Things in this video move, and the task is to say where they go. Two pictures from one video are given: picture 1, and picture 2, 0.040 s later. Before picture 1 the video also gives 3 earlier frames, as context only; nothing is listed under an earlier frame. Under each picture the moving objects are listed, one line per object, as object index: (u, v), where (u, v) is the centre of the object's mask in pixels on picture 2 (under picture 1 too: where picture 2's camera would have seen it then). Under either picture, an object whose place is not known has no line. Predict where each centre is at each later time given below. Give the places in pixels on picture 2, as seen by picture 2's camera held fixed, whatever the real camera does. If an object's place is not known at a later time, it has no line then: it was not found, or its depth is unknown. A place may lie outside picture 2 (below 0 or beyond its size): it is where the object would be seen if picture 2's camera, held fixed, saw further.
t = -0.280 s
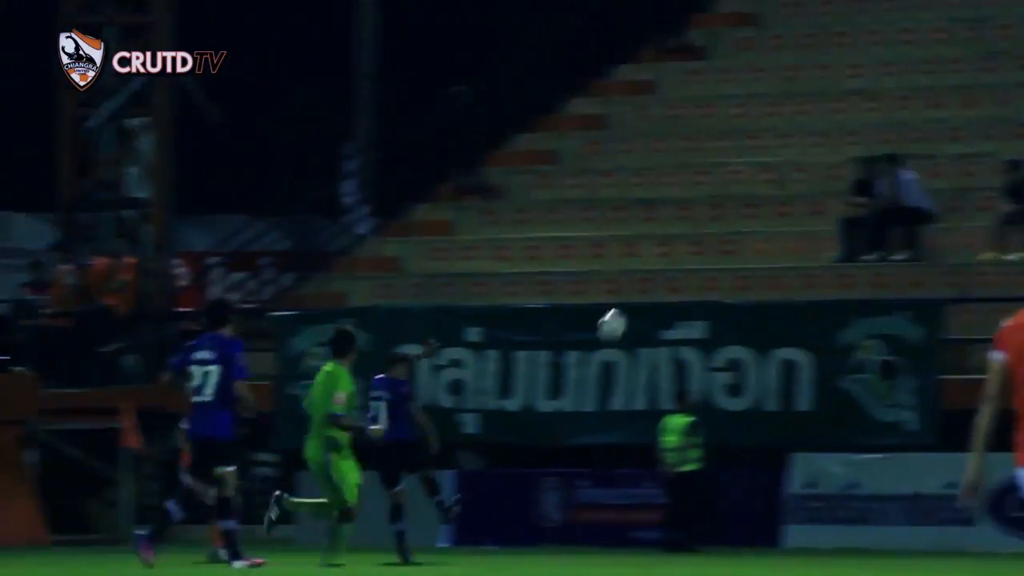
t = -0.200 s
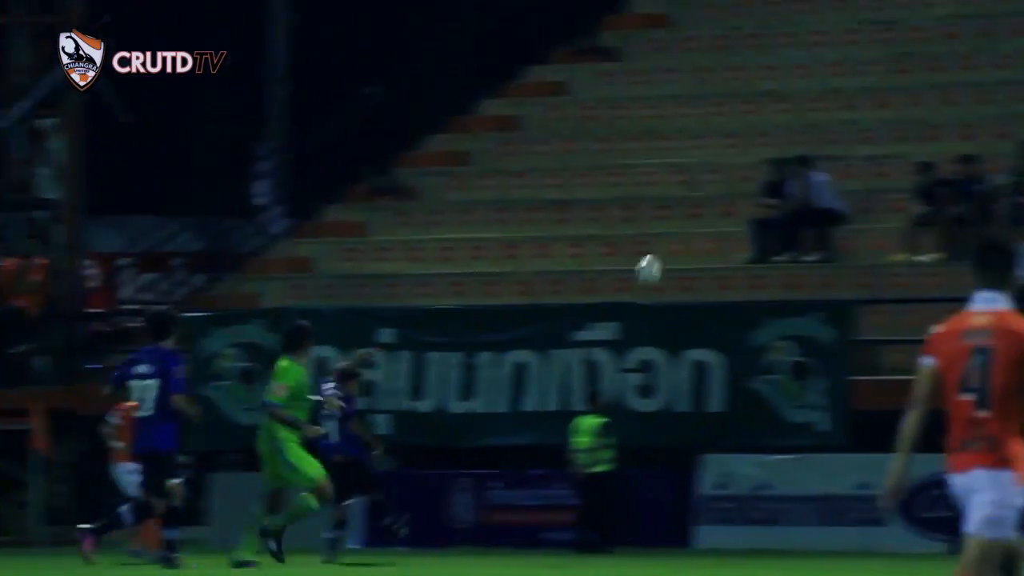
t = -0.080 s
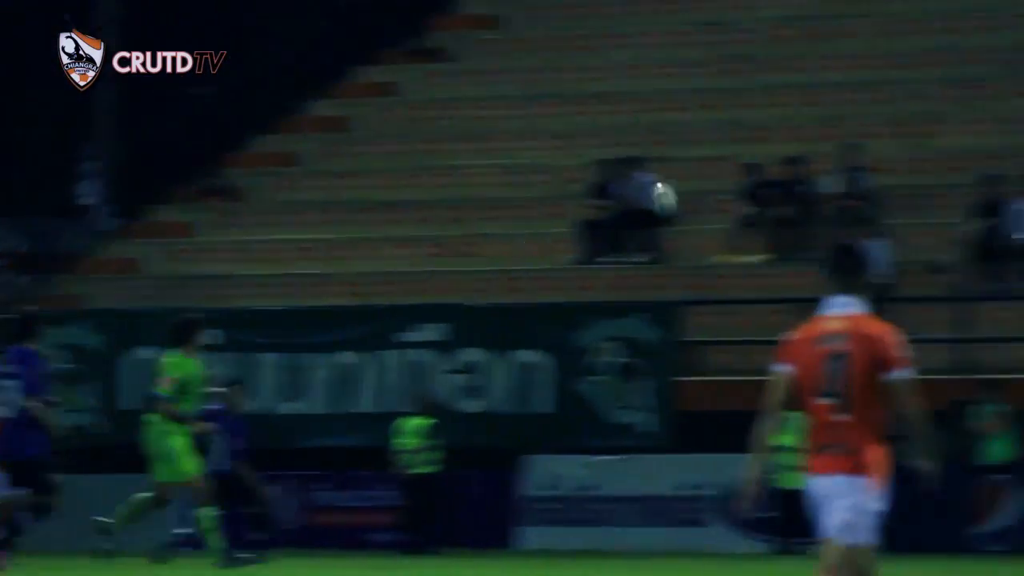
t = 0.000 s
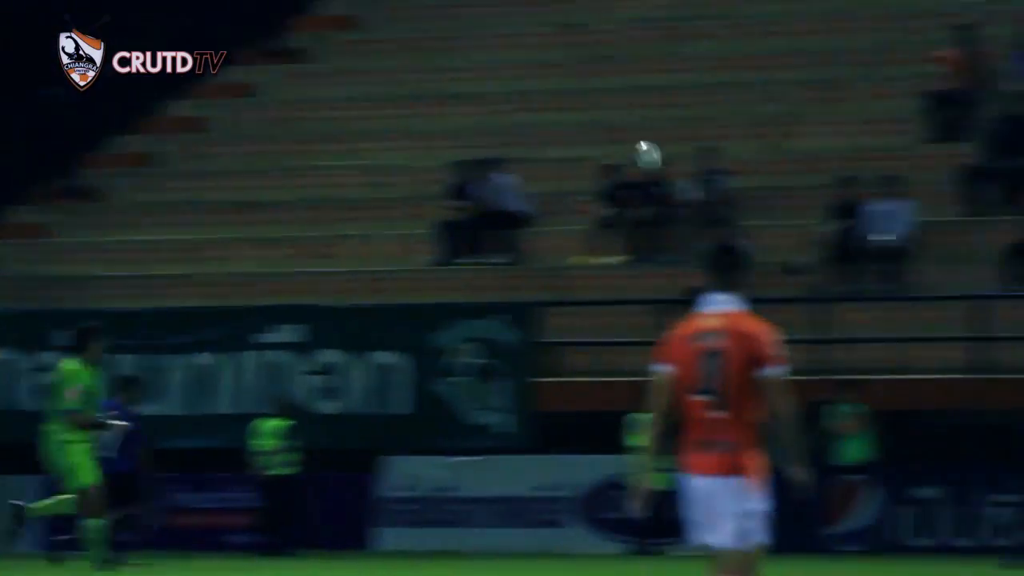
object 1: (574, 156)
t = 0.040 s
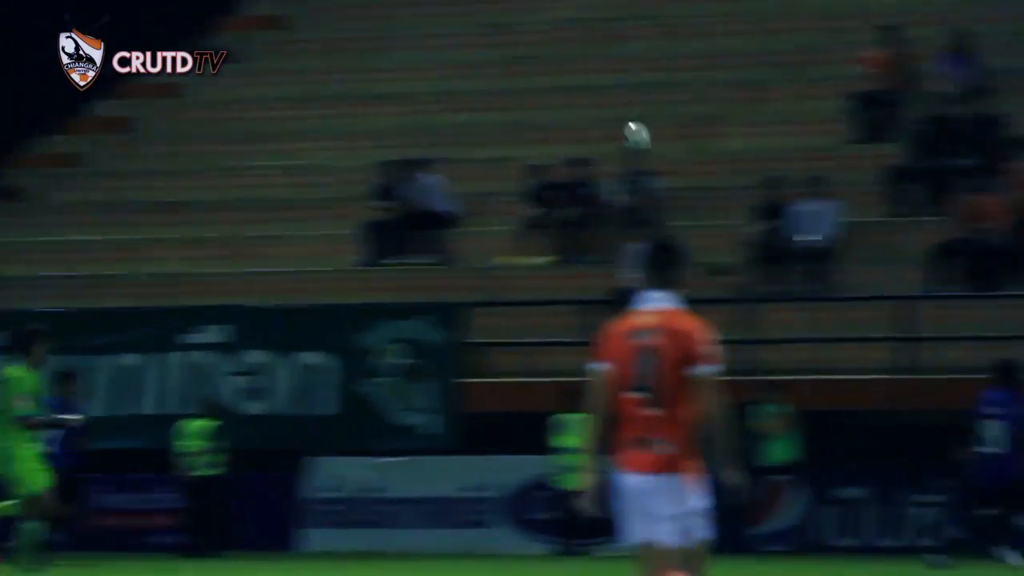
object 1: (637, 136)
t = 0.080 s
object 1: (699, 118)
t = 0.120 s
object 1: (761, 100)
